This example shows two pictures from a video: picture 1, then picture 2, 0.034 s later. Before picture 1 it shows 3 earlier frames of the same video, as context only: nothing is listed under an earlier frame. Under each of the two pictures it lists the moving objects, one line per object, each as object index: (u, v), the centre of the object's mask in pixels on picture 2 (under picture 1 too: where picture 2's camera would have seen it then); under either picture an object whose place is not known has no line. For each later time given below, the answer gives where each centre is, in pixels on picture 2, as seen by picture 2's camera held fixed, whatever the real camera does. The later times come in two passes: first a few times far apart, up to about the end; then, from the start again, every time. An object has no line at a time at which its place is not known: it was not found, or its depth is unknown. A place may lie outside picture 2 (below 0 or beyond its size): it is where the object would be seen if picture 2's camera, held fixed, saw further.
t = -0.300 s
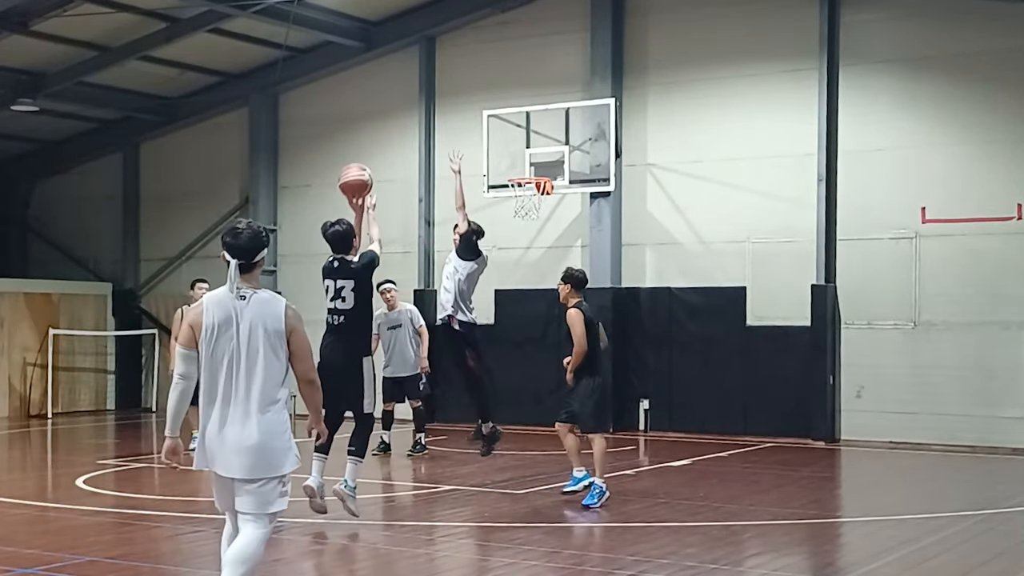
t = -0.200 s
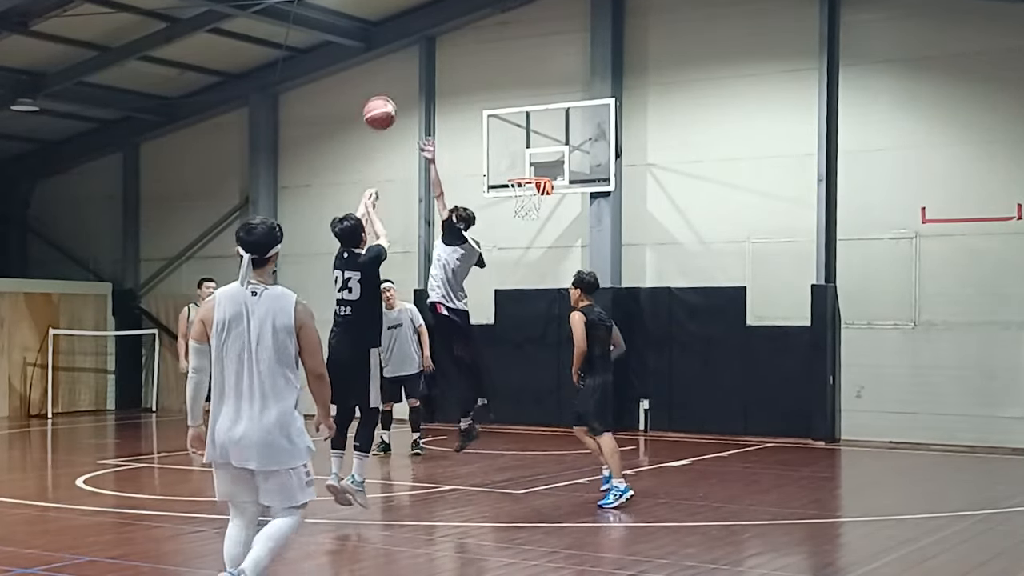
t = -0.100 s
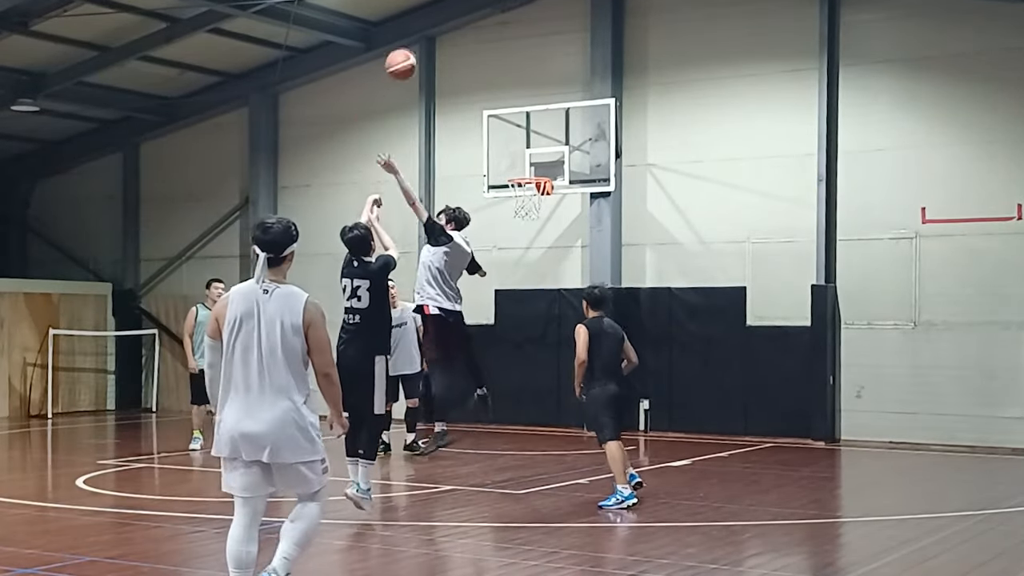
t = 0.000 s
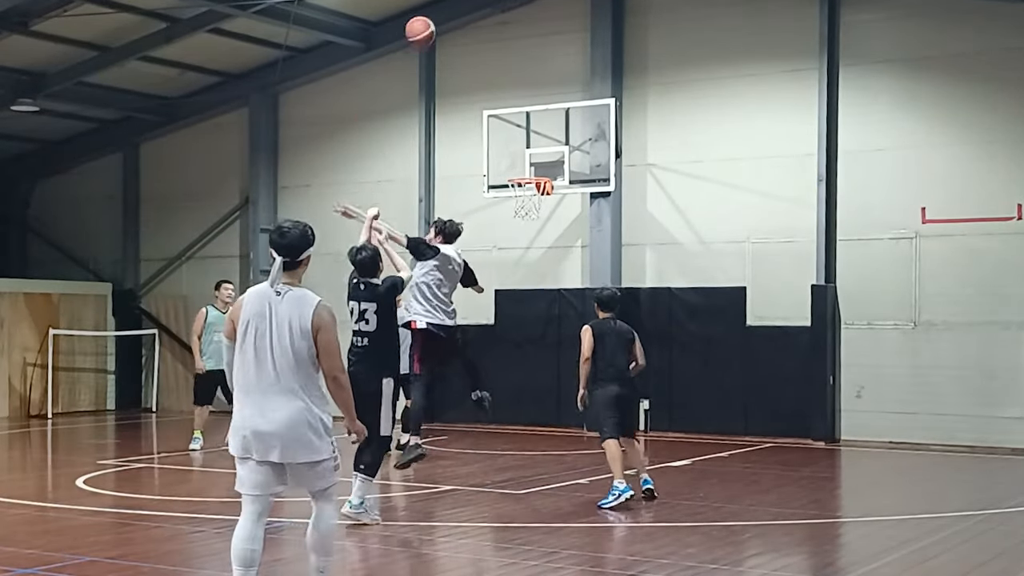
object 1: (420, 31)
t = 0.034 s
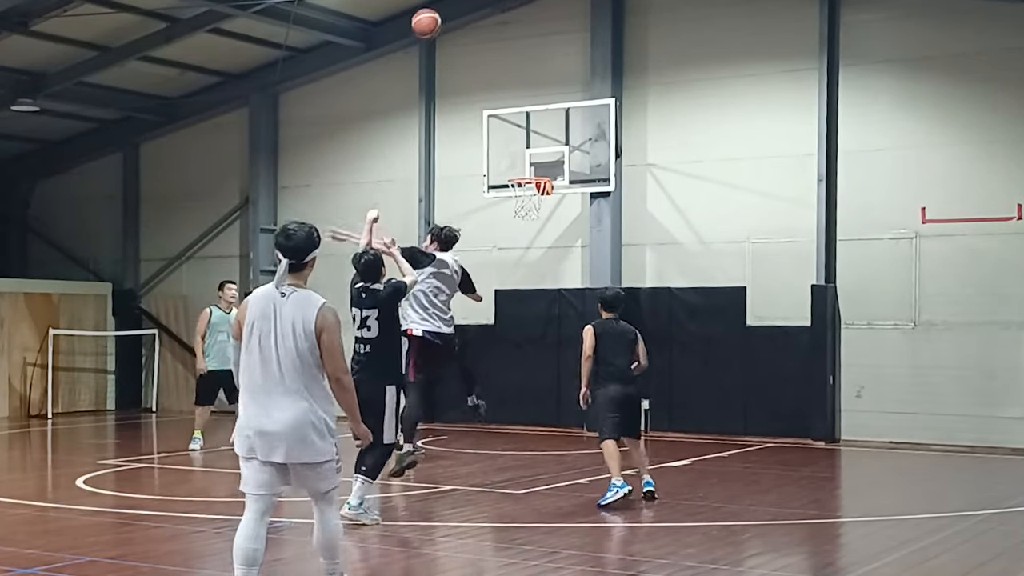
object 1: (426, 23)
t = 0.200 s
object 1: (452, 8)
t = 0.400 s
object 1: (480, 19)
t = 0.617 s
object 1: (504, 73)
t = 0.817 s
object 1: (522, 153)
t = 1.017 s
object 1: (529, 200)
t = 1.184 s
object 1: (521, 221)
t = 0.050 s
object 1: (429, 20)
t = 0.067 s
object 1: (431, 18)
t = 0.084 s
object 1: (434, 14)
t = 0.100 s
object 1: (437, 12)
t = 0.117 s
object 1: (440, 11)
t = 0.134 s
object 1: (443, 11)
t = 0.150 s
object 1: (445, 10)
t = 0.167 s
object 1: (448, 8)
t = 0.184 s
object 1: (450, 8)
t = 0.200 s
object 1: (452, 8)
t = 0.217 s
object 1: (455, 8)
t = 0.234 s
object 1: (457, 8)
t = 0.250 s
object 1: (460, 7)
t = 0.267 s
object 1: (462, 8)
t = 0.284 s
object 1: (465, 8)
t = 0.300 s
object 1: (467, 9)
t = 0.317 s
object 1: (469, 10)
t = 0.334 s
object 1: (471, 11)
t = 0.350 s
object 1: (474, 11)
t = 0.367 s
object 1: (476, 13)
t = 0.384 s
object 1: (478, 17)
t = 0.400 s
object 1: (480, 19)
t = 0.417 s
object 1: (482, 22)
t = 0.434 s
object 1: (484, 24)
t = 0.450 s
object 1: (486, 28)
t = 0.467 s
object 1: (488, 32)
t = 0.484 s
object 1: (490, 35)
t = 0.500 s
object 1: (491, 39)
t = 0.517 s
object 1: (493, 44)
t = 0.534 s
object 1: (495, 49)
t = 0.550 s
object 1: (497, 53)
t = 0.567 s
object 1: (499, 58)
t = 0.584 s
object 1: (500, 63)
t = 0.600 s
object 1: (502, 68)
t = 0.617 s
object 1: (504, 73)
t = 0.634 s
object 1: (505, 79)
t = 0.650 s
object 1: (507, 85)
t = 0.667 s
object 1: (508, 90)
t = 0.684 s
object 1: (510, 96)
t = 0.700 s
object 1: (511, 103)
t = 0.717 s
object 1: (513, 110)
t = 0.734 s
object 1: (515, 117)
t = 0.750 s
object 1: (516, 123)
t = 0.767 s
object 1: (517, 131)
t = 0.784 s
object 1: (520, 138)
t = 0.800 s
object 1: (520, 145)
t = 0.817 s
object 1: (522, 153)
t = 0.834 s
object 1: (523, 161)
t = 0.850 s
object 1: (525, 168)
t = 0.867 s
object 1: (526, 172)
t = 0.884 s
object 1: (527, 182)
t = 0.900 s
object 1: (528, 188)
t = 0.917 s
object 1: (529, 194)
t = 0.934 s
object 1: (530, 196)
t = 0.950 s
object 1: (531, 199)
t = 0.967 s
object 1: (531, 197)
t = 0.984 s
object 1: (530, 196)
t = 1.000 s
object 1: (529, 196)
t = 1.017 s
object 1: (529, 200)
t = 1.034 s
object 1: (528, 200)
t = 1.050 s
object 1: (527, 202)
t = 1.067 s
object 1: (527, 204)
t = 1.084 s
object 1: (526, 206)
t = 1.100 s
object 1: (525, 208)
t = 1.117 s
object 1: (524, 210)
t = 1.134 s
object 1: (523, 212)
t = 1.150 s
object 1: (522, 215)
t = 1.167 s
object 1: (522, 217)
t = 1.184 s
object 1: (521, 221)
